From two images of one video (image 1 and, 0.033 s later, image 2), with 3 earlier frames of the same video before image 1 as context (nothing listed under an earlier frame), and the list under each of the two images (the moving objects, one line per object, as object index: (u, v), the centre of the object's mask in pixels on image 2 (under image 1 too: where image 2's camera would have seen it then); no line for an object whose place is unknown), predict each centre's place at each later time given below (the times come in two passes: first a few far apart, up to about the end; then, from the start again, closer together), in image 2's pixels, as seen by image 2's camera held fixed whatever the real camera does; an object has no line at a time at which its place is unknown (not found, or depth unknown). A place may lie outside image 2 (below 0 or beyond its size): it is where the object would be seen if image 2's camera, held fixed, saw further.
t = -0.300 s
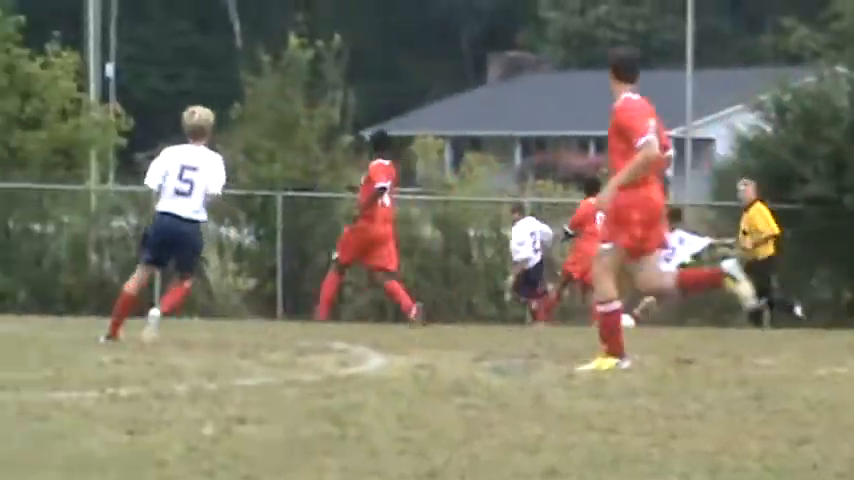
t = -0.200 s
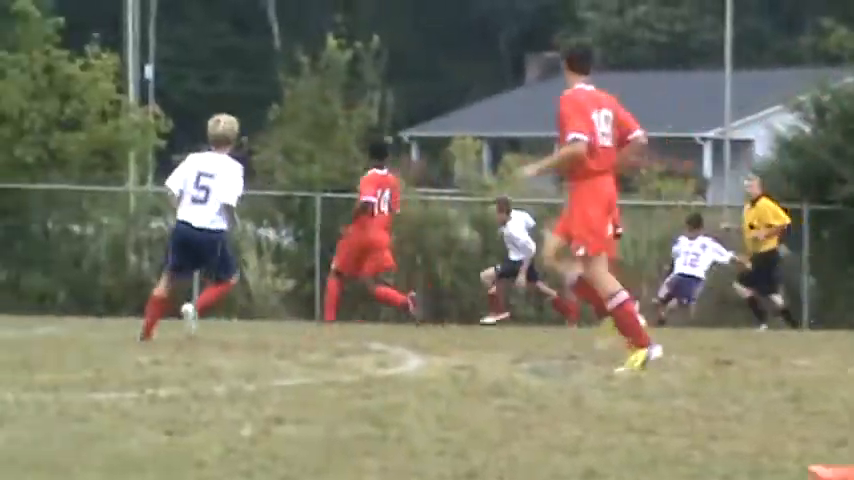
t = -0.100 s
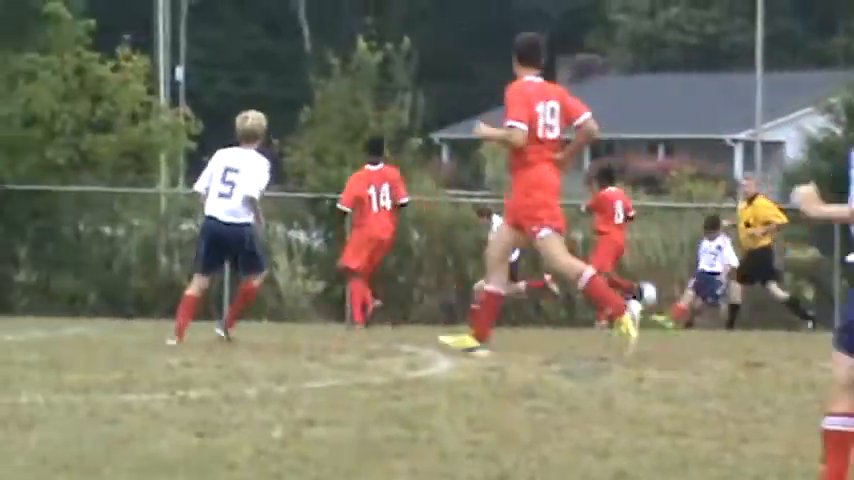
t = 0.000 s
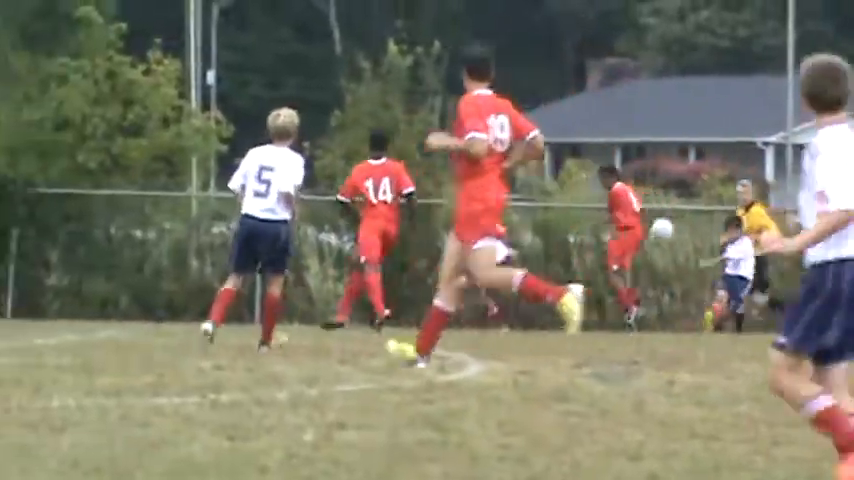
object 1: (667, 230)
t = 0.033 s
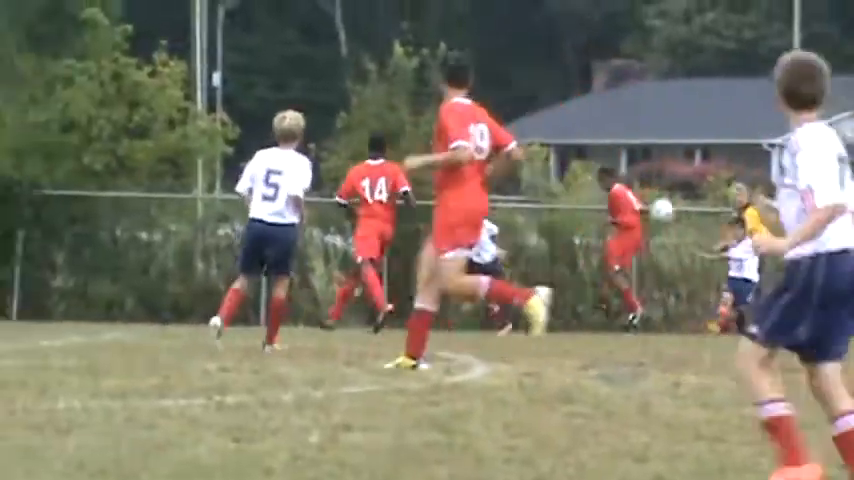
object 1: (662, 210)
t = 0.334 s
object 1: (614, 48)
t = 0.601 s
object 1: (541, -7)
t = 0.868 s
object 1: (468, -1)
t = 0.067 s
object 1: (656, 189)
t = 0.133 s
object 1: (645, 152)
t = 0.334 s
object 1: (614, 48)
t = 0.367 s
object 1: (600, 41)
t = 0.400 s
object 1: (591, 31)
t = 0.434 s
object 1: (583, 20)
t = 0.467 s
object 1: (575, 11)
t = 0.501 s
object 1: (567, 4)
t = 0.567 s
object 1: (549, -2)
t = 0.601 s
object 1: (541, -7)
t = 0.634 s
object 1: (533, -11)
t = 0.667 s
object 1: (524, -16)
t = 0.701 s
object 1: (515, -18)
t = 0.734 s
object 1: (506, -19)
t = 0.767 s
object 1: (496, -17)
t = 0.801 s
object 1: (487, -13)
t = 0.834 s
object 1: (478, -7)
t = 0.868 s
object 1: (468, -1)
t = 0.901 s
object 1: (459, 7)
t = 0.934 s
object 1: (450, 16)
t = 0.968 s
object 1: (440, 28)
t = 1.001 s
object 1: (430, 40)
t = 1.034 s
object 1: (420, 54)
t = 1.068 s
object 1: (409, 71)
